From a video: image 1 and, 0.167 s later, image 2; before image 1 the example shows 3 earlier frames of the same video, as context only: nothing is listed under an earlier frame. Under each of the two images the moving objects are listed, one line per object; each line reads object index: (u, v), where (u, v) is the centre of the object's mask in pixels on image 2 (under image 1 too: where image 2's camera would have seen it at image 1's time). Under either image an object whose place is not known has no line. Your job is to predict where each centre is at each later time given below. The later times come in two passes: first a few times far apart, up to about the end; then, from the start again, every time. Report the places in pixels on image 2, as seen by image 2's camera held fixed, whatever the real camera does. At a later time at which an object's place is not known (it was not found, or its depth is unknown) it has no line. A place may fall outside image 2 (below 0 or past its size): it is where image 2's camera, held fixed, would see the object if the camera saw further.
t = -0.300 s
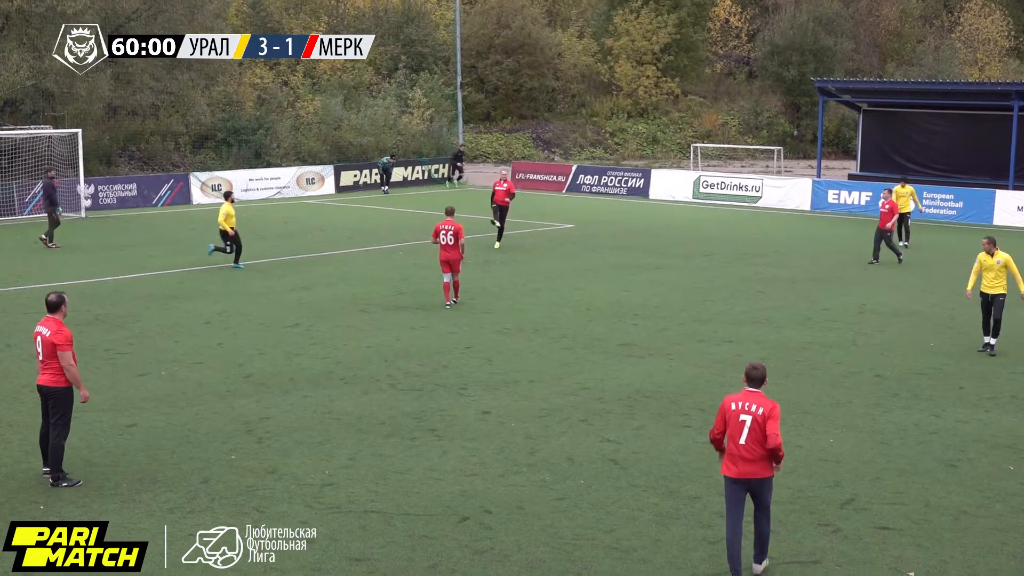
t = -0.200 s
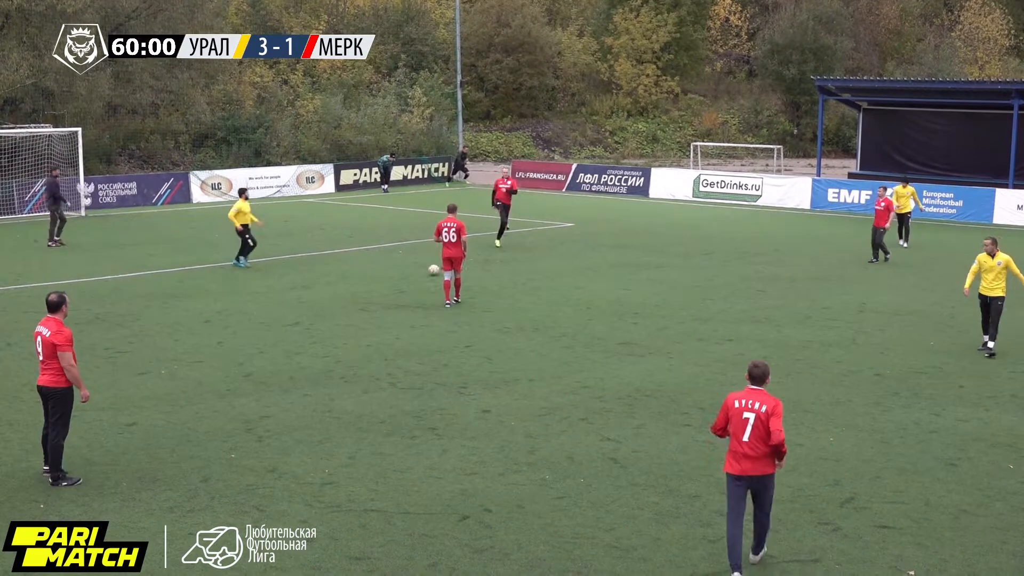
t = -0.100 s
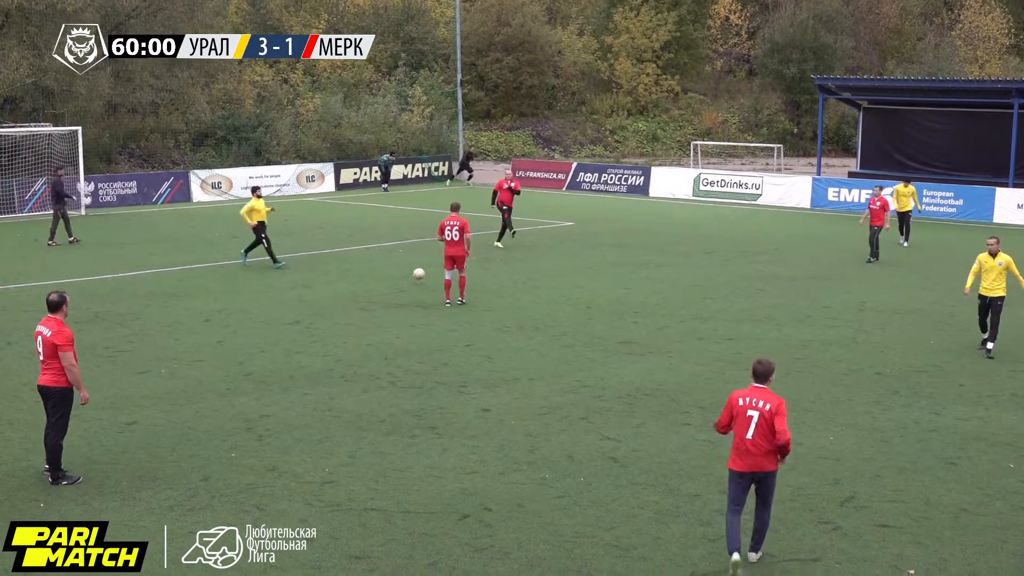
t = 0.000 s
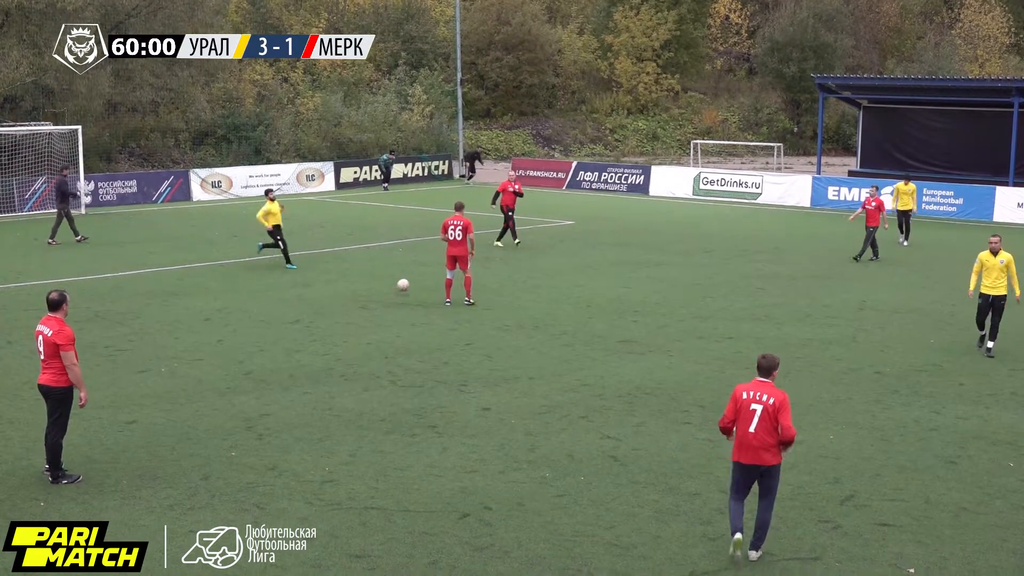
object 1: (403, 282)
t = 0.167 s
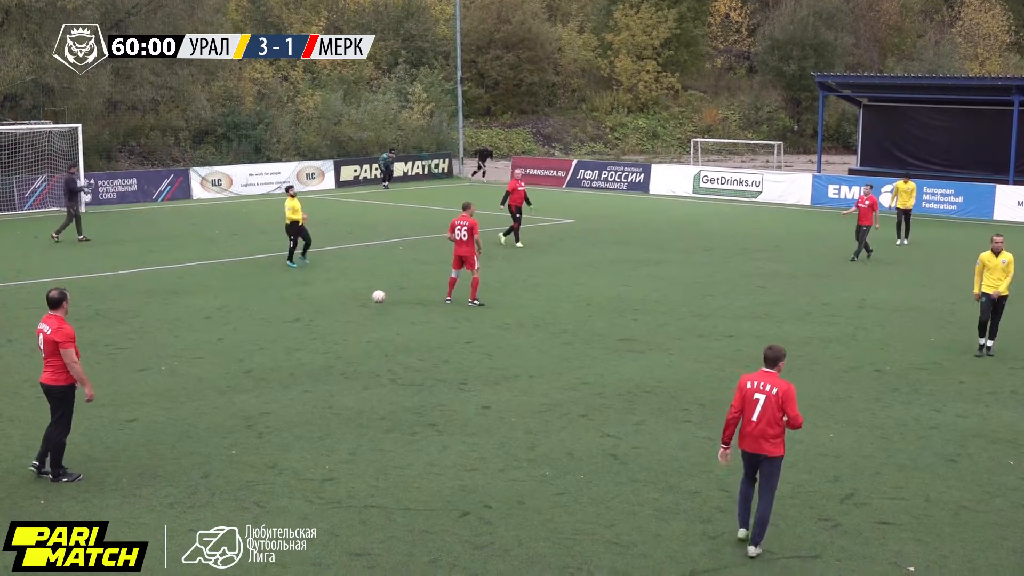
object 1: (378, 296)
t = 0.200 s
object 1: (374, 298)
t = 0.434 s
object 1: (338, 338)
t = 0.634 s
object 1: (310, 349)
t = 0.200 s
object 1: (374, 298)
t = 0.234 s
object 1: (369, 301)
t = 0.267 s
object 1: (364, 304)
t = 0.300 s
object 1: (359, 309)
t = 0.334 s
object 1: (354, 315)
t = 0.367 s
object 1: (349, 321)
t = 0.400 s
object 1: (343, 329)
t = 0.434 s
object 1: (338, 338)
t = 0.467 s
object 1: (333, 342)
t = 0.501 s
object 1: (329, 341)
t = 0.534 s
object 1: (325, 342)
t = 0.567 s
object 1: (320, 343)
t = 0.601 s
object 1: (315, 345)
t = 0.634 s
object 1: (310, 349)
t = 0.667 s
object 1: (305, 353)
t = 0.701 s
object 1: (301, 359)
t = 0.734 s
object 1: (295, 365)
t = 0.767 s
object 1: (290, 373)
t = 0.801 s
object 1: (285, 381)
